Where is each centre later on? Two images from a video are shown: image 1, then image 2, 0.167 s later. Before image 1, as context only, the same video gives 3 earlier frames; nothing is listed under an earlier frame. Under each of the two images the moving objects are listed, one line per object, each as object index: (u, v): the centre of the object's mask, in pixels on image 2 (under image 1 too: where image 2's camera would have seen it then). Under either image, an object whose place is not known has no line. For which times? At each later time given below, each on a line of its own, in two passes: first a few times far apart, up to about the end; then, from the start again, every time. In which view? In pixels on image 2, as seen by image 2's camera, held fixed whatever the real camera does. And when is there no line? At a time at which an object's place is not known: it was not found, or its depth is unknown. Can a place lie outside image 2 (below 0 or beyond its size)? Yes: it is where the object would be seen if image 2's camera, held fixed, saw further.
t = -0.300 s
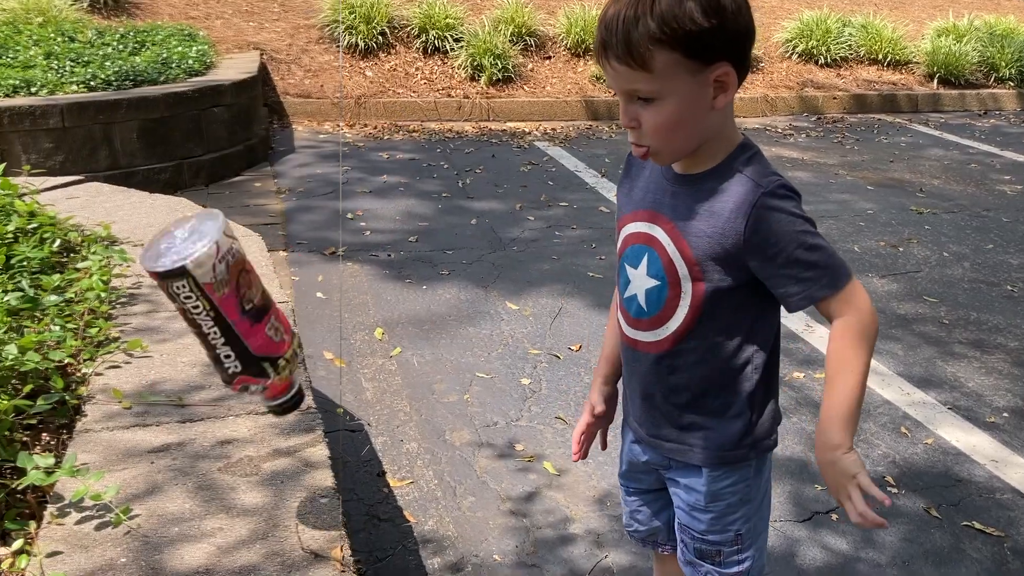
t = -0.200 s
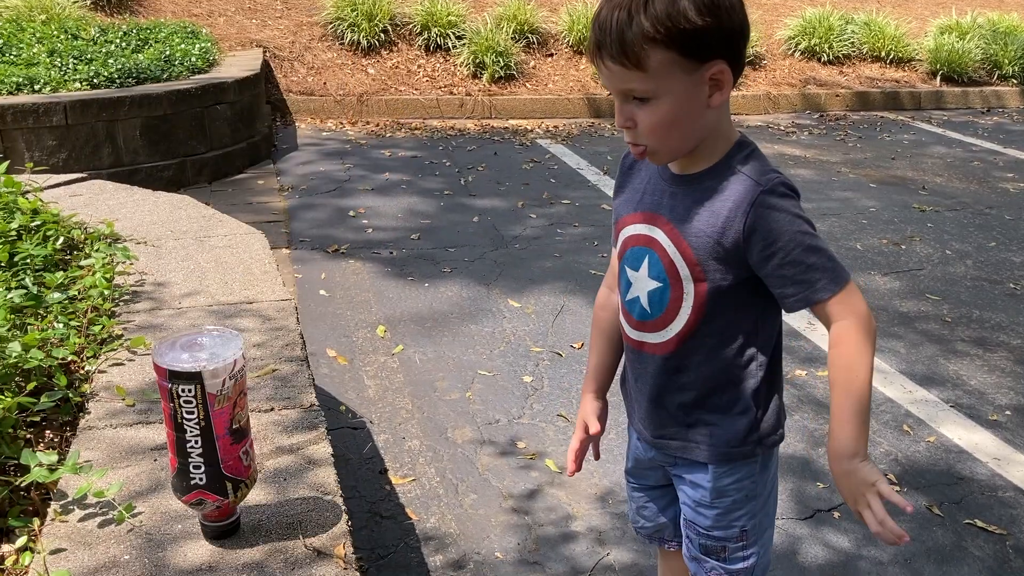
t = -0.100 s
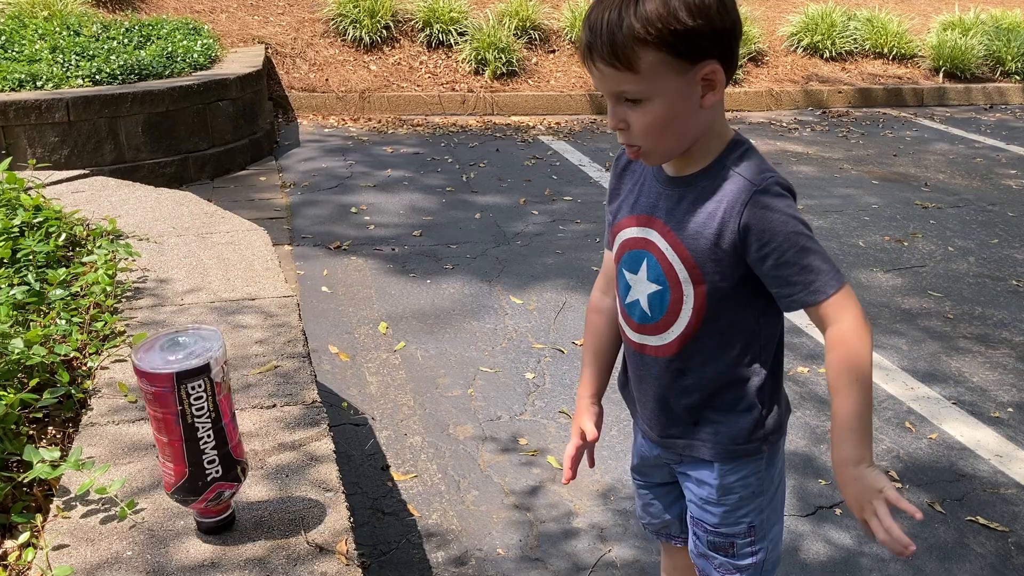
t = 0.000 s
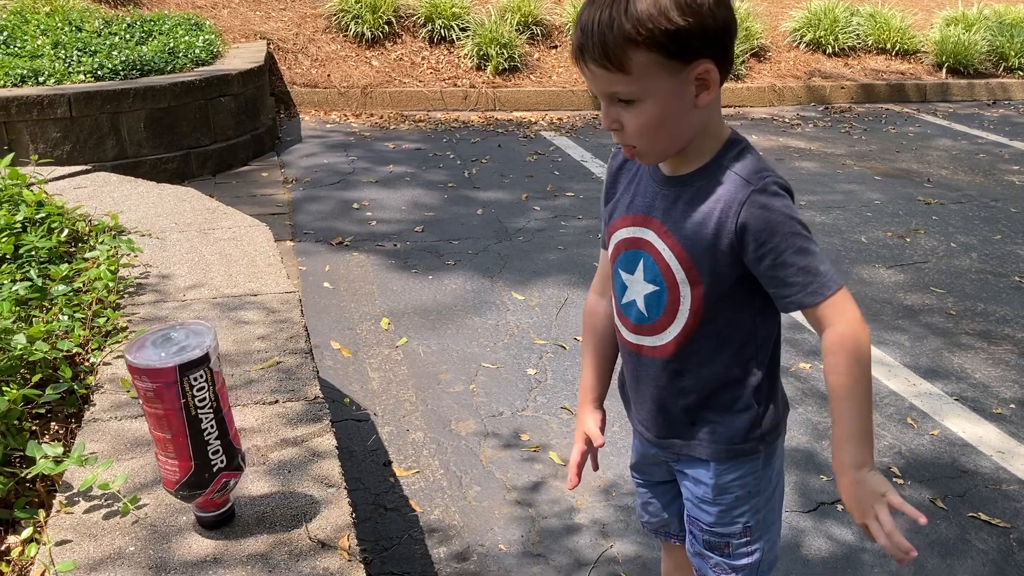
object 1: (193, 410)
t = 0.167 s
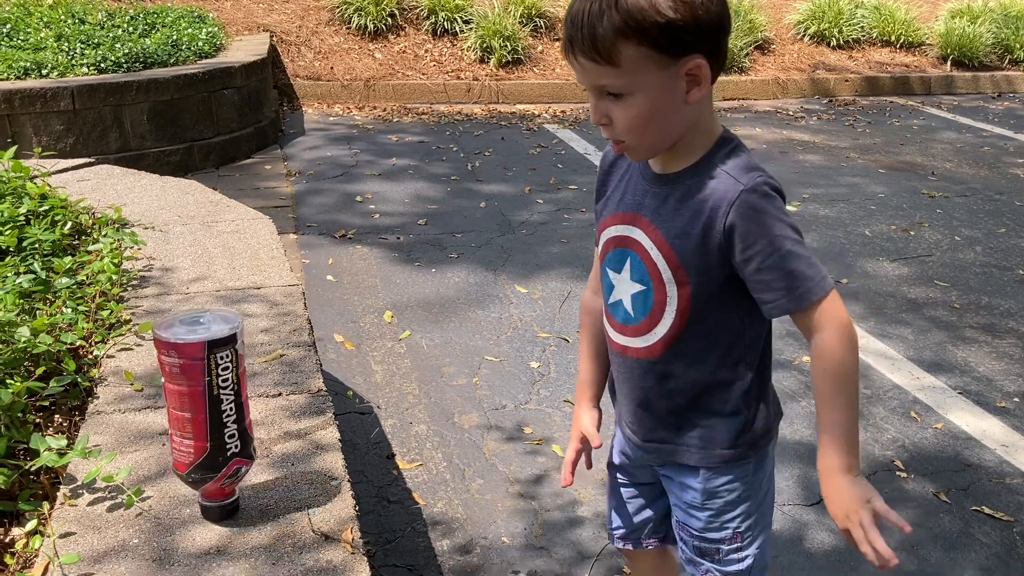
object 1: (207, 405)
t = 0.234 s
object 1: (216, 404)
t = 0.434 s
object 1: (235, 403)
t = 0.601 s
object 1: (253, 406)
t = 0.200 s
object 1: (212, 405)
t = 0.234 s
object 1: (216, 404)
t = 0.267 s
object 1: (221, 403)
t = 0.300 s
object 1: (225, 403)
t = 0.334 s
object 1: (229, 403)
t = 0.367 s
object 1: (232, 403)
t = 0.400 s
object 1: (233, 403)
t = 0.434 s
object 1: (235, 403)
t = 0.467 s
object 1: (237, 404)
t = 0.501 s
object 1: (239, 404)
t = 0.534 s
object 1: (242, 405)
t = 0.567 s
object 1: (247, 405)
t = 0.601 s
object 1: (253, 406)
